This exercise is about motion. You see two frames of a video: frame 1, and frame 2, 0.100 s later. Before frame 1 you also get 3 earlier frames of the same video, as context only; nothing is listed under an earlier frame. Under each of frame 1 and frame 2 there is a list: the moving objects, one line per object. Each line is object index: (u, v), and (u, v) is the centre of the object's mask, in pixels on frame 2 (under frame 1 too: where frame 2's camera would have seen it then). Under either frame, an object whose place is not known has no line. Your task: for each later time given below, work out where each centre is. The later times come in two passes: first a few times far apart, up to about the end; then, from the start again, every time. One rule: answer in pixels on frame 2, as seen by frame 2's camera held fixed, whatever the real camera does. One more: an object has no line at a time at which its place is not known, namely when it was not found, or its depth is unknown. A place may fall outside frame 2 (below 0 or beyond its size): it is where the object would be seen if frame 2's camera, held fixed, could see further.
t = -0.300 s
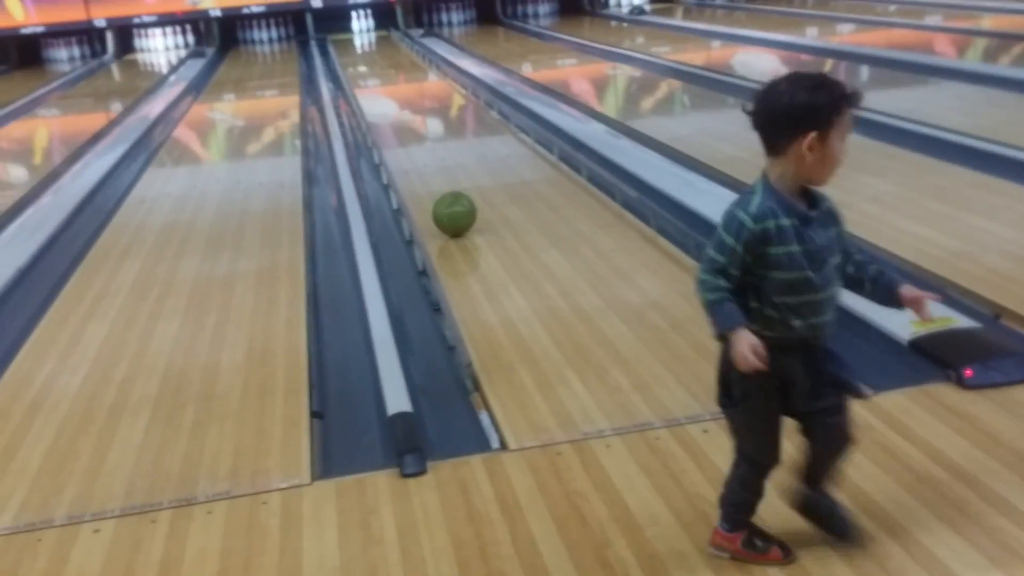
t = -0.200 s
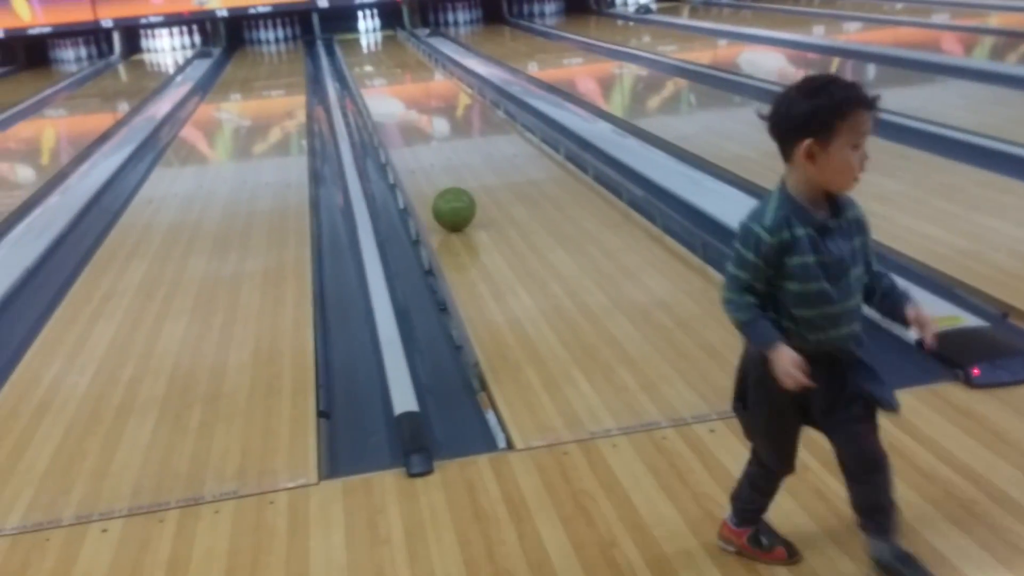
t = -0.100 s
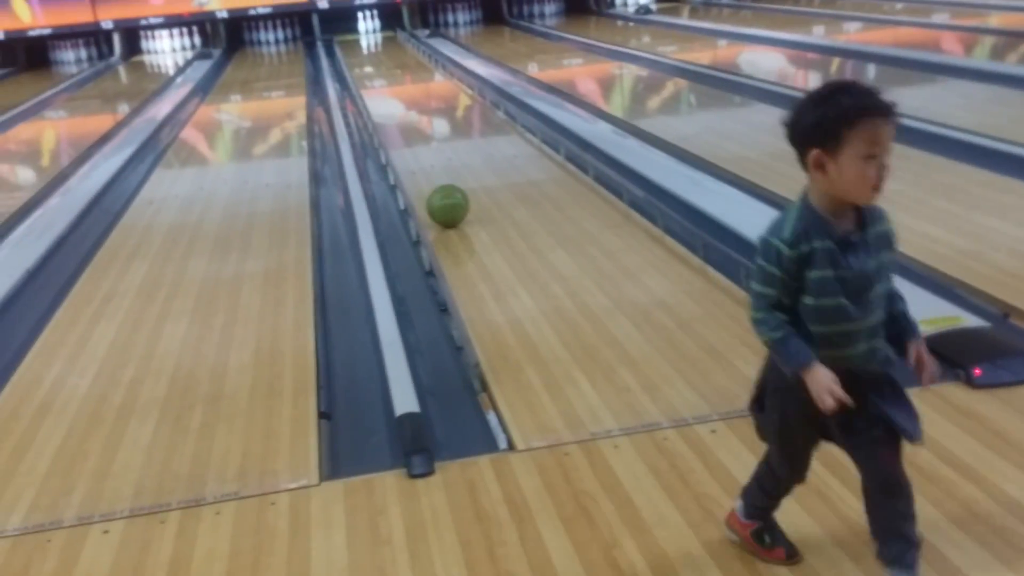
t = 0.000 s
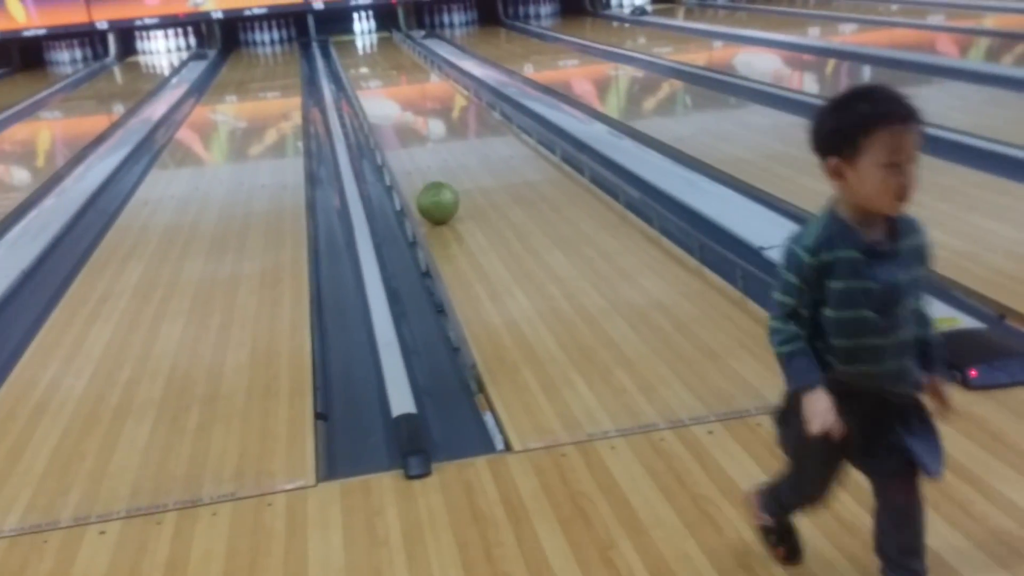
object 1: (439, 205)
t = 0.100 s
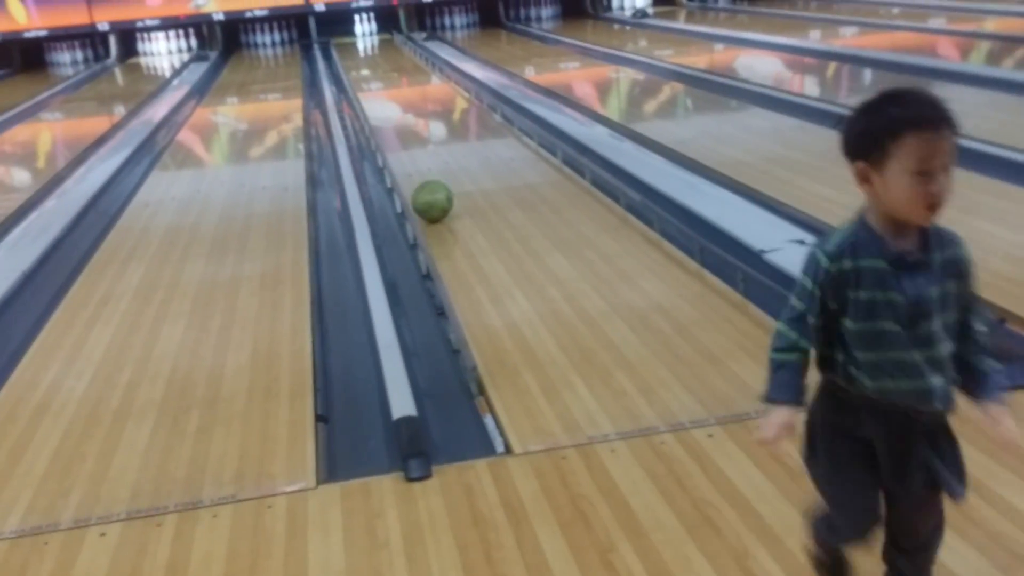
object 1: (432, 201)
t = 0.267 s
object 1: (424, 195)
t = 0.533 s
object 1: (423, 185)
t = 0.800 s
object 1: (423, 175)
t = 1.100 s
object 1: (424, 166)
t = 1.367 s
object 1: (423, 157)
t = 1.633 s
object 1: (424, 150)
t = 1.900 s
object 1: (424, 143)
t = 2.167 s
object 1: (424, 136)
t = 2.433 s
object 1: (425, 131)
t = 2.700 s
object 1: (425, 126)
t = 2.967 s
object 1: (426, 120)
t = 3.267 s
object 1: (427, 114)
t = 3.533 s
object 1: (427, 110)
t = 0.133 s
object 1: (430, 200)
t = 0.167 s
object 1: (428, 199)
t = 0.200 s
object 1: (427, 197)
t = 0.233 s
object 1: (425, 196)
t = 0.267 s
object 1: (424, 195)
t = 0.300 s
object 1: (423, 193)
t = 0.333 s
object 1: (423, 192)
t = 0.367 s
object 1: (423, 191)
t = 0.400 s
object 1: (423, 189)
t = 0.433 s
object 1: (423, 188)
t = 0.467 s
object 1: (423, 187)
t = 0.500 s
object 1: (423, 186)
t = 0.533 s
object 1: (423, 185)
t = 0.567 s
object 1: (423, 183)
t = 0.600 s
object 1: (423, 182)
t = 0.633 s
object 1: (423, 181)
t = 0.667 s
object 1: (423, 180)
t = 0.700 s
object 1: (423, 179)
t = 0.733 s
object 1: (423, 177)
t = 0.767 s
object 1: (423, 176)
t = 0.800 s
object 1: (423, 175)
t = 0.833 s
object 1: (423, 174)
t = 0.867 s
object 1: (423, 173)
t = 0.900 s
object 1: (423, 172)
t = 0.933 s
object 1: (423, 171)
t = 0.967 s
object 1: (424, 170)
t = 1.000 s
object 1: (424, 169)
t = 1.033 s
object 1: (424, 168)
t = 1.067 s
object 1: (424, 167)
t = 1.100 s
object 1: (424, 166)
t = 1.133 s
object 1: (424, 165)
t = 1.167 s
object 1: (424, 164)
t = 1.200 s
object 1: (424, 163)
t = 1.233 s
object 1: (424, 162)
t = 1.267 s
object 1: (423, 160)
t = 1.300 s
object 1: (423, 159)
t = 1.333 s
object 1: (423, 158)
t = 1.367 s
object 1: (423, 157)
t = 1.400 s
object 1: (423, 156)
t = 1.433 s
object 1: (423, 155)
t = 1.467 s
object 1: (423, 154)
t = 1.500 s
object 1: (423, 153)
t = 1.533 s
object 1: (423, 152)
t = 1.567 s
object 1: (423, 151)
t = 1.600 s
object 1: (424, 151)
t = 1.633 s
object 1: (424, 150)
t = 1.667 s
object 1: (424, 149)
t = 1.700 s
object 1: (424, 148)
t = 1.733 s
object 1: (424, 147)
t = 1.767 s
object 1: (424, 146)
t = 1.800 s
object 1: (424, 146)
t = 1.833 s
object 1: (424, 145)
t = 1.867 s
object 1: (424, 144)
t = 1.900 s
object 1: (424, 143)
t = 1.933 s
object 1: (424, 142)
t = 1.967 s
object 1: (424, 141)
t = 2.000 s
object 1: (424, 140)
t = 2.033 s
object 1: (424, 140)
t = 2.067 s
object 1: (424, 139)
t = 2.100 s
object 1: (424, 138)
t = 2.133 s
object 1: (424, 137)
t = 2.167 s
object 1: (424, 136)
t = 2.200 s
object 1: (424, 136)
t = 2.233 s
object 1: (425, 135)
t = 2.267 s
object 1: (424, 134)
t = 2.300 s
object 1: (424, 134)
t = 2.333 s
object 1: (425, 133)
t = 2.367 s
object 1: (425, 132)
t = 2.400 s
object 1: (425, 131)
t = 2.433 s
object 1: (425, 131)
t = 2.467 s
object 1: (425, 130)
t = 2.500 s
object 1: (425, 129)
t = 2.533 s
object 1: (425, 129)
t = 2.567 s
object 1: (425, 128)
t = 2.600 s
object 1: (425, 128)
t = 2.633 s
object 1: (425, 127)
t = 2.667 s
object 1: (425, 126)
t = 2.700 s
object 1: (425, 126)
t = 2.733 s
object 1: (425, 125)
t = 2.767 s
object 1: (425, 124)
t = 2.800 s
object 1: (425, 123)
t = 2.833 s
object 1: (426, 122)
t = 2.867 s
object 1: (426, 122)
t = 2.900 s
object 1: (426, 121)
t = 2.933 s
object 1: (426, 121)
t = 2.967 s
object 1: (426, 120)
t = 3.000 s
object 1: (426, 119)
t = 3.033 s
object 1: (426, 118)
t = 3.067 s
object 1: (426, 118)
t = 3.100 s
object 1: (426, 117)
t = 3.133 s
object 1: (426, 117)
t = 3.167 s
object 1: (426, 116)
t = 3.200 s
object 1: (426, 115)
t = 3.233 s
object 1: (426, 115)
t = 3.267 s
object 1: (427, 114)
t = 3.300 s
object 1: (427, 114)
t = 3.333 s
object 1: (427, 113)
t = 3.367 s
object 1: (427, 113)
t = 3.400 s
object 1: (427, 112)
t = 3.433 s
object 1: (427, 112)
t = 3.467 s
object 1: (427, 111)
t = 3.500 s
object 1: (427, 111)
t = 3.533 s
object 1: (427, 110)
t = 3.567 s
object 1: (428, 109)
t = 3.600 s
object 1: (428, 109)
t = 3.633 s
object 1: (427, 109)
